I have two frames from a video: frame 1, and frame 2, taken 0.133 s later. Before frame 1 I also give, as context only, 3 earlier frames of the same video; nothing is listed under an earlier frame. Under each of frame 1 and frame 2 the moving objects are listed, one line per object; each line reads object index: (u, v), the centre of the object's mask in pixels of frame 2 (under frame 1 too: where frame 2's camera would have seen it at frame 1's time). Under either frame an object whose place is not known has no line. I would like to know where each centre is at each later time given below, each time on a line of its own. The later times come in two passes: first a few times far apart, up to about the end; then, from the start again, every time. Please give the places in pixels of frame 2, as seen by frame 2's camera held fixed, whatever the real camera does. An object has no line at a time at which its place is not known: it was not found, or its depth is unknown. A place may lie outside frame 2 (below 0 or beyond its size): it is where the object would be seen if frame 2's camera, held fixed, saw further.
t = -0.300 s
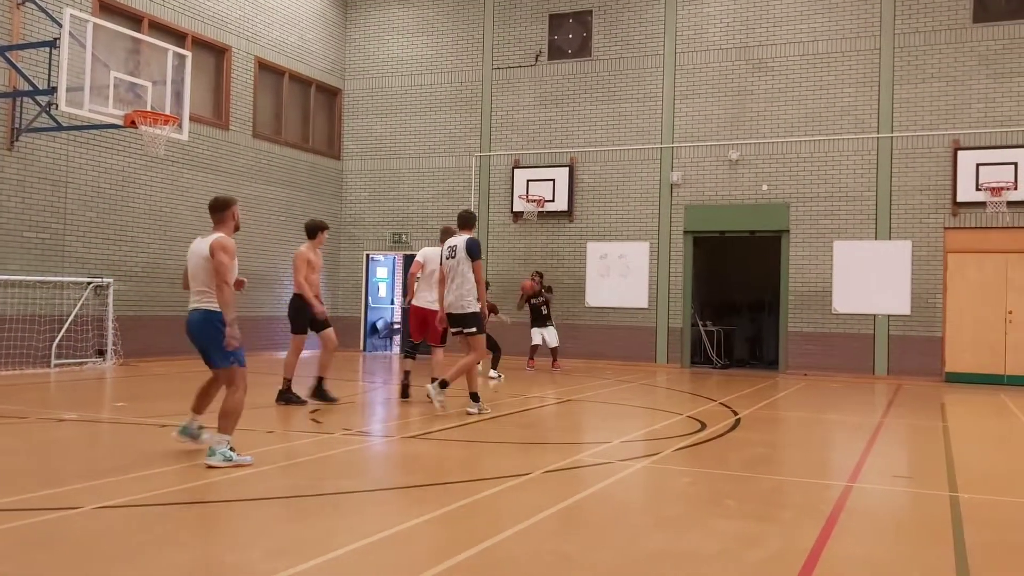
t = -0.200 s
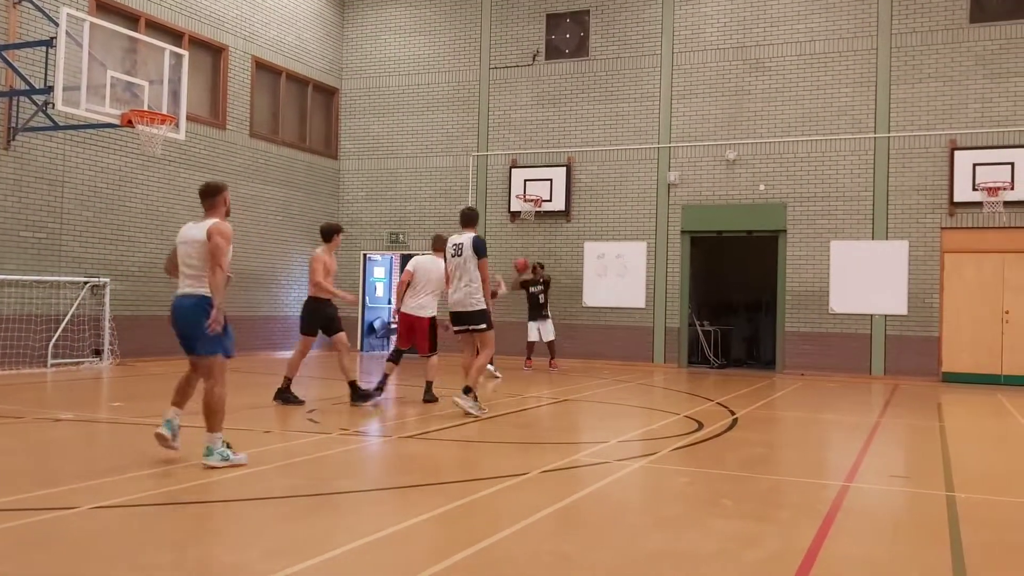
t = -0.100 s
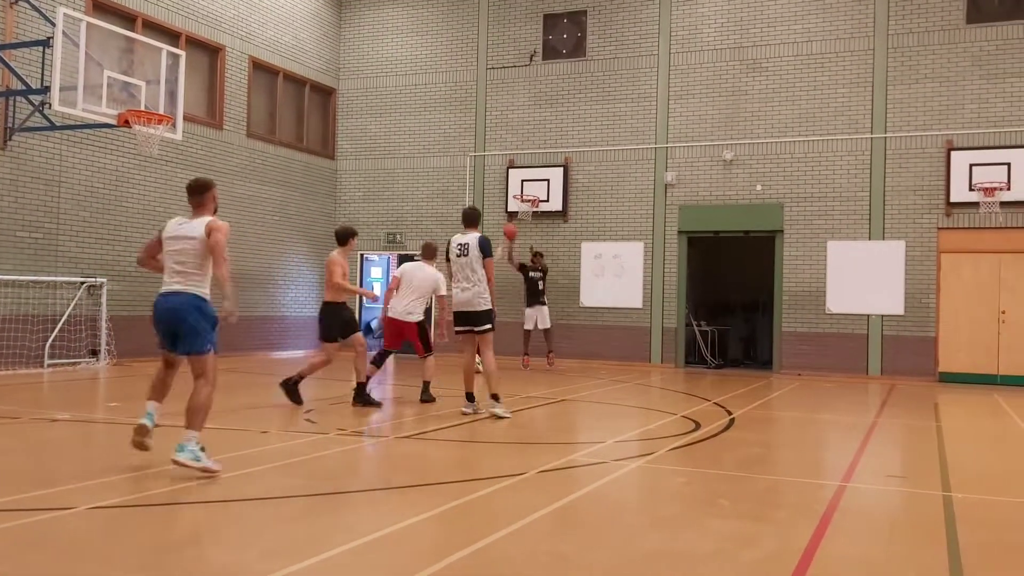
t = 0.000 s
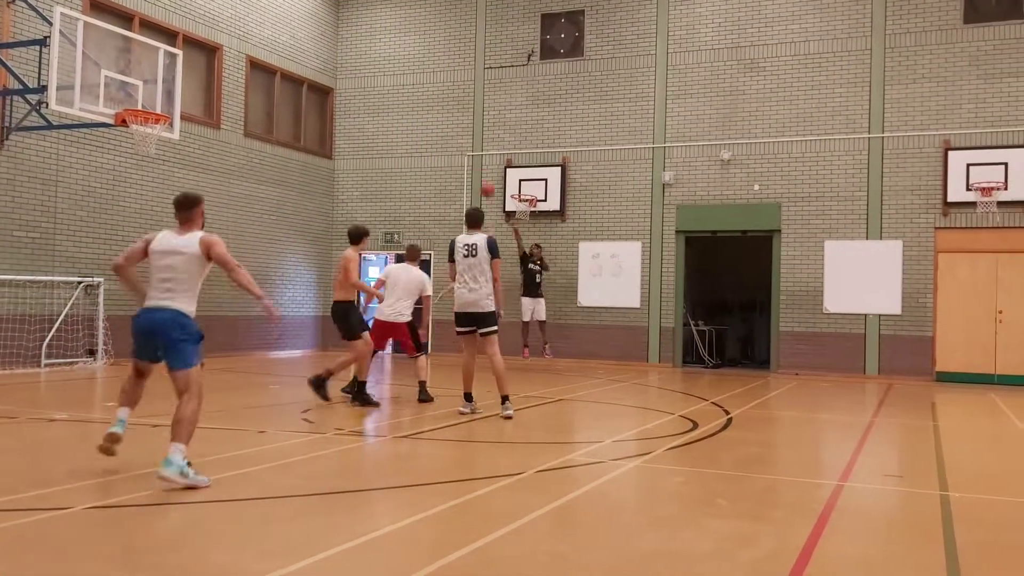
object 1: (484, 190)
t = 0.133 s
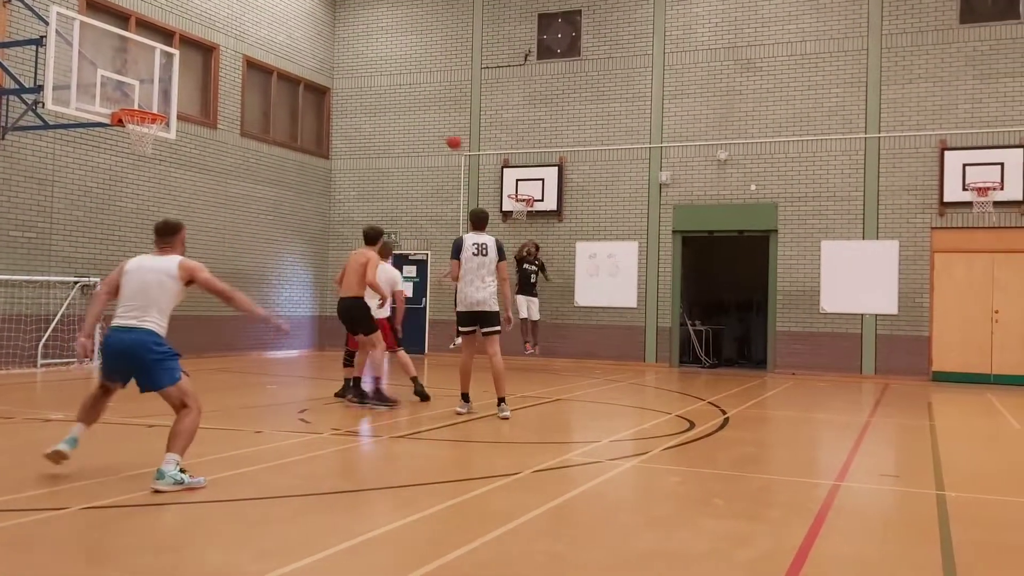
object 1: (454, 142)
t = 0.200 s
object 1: (438, 120)
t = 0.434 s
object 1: (377, 64)
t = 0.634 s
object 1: (317, 42)
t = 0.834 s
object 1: (251, 49)
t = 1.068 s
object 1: (158, 102)
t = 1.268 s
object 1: (150, 70)
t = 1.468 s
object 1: (166, 58)
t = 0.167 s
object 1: (446, 130)
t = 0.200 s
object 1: (438, 120)
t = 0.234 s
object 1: (430, 111)
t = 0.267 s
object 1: (421, 101)
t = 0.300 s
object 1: (413, 93)
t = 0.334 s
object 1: (404, 85)
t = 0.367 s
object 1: (396, 77)
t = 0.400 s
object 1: (386, 70)
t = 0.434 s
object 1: (377, 64)
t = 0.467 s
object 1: (367, 59)
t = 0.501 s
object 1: (358, 53)
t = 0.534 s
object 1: (348, 50)
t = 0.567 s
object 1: (338, 45)
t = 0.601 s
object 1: (327, 43)
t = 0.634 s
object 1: (317, 42)
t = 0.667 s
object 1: (307, 41)
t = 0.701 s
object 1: (296, 40)
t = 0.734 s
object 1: (285, 41)
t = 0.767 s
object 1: (274, 43)
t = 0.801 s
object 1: (261, 45)
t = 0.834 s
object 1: (251, 49)
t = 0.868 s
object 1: (239, 54)
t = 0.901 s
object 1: (226, 59)
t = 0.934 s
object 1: (212, 63)
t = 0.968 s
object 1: (200, 72)
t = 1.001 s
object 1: (187, 80)
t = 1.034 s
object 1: (172, 90)
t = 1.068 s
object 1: (158, 102)
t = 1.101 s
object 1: (149, 106)
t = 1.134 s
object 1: (146, 99)
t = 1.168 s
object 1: (144, 88)
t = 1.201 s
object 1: (144, 81)
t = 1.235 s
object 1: (147, 75)
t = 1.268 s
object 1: (150, 70)
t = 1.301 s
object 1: (153, 66)
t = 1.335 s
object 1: (156, 62)
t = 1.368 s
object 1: (158, 60)
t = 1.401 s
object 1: (161, 59)
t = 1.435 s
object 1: (163, 58)
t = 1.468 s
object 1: (166, 58)
